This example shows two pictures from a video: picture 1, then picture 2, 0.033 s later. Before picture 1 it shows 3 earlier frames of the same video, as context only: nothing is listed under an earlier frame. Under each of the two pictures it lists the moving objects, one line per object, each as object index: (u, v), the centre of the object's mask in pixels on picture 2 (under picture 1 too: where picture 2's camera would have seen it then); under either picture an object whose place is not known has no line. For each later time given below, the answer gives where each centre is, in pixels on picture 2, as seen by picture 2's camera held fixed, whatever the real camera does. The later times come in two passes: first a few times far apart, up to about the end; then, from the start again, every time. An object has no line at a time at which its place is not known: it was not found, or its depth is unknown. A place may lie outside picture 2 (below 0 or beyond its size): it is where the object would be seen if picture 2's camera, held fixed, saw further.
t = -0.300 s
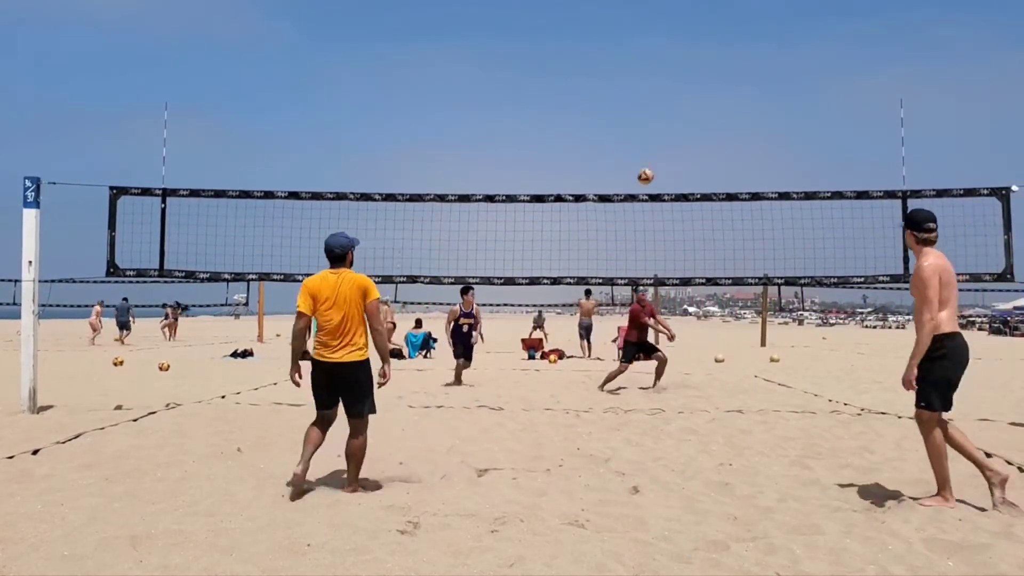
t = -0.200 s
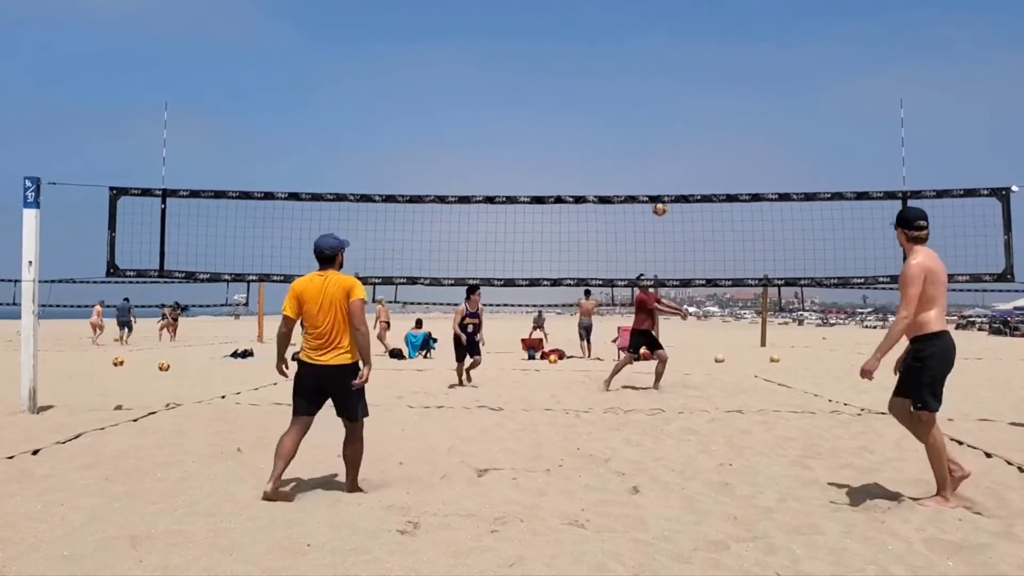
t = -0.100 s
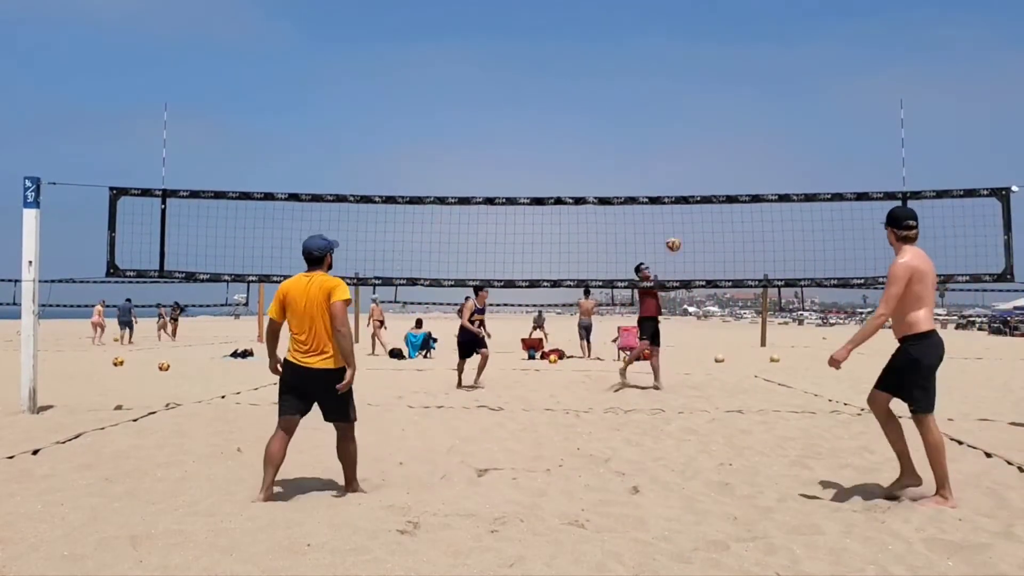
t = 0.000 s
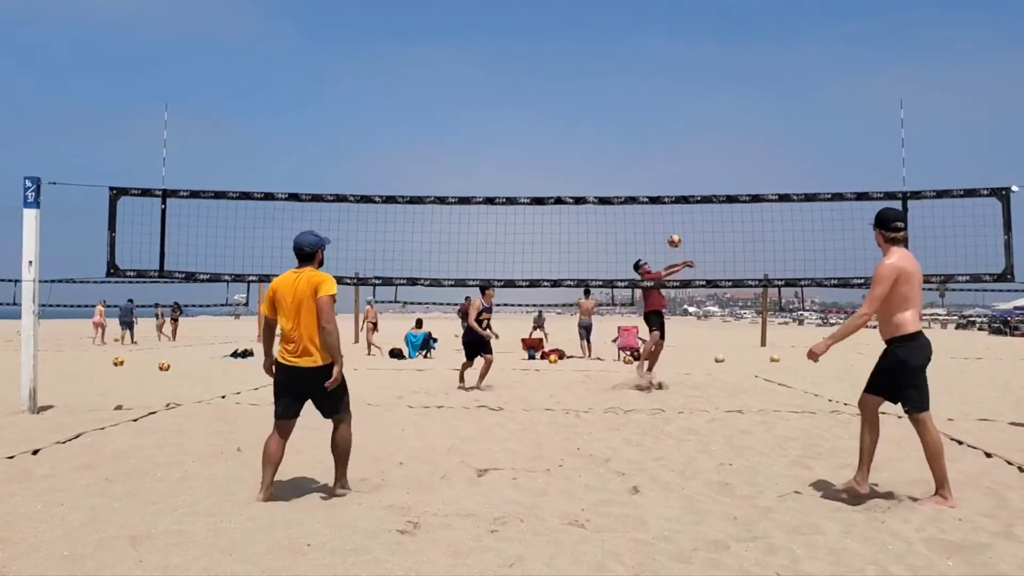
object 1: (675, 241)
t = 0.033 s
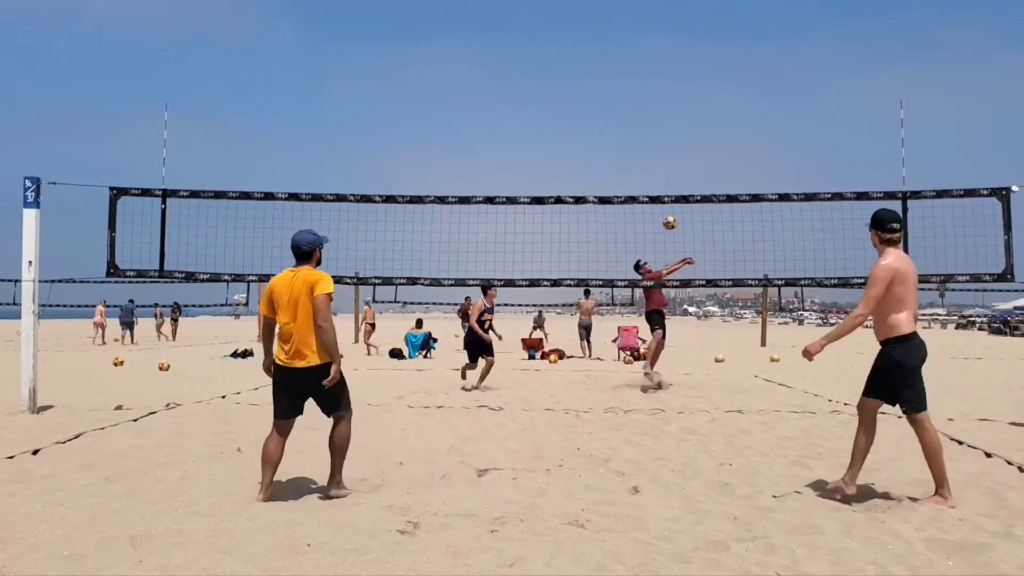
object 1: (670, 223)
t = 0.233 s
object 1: (646, 135)
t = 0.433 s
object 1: (624, 78)
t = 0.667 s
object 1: (602, 47)
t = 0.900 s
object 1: (583, 52)
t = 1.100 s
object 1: (571, 83)
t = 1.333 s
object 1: (559, 147)
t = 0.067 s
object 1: (665, 208)
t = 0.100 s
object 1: (662, 189)
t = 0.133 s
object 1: (658, 175)
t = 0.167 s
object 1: (653, 160)
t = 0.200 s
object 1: (649, 147)
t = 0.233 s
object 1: (646, 135)
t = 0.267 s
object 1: (642, 123)
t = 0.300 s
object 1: (638, 113)
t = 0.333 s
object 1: (634, 102)
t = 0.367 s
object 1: (631, 94)
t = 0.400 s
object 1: (627, 85)
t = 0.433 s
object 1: (624, 78)
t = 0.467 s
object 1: (620, 71)
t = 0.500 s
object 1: (617, 65)
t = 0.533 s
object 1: (614, 59)
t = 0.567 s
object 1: (611, 56)
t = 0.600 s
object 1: (608, 52)
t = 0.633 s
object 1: (605, 49)
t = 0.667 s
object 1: (602, 47)
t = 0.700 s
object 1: (599, 45)
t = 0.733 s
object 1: (596, 44)
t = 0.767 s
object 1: (594, 44)
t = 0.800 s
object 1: (590, 45)
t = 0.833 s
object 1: (588, 47)
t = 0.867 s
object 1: (586, 49)
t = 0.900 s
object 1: (583, 52)
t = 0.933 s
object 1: (581, 55)
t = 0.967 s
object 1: (579, 59)
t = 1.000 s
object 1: (577, 64)
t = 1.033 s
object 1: (575, 70)
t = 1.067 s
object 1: (573, 76)
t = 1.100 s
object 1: (571, 83)
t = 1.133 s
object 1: (569, 90)
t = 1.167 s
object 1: (567, 98)
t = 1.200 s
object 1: (565, 107)
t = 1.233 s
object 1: (564, 116)
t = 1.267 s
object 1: (562, 126)
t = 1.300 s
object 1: (561, 137)
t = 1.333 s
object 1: (559, 147)
